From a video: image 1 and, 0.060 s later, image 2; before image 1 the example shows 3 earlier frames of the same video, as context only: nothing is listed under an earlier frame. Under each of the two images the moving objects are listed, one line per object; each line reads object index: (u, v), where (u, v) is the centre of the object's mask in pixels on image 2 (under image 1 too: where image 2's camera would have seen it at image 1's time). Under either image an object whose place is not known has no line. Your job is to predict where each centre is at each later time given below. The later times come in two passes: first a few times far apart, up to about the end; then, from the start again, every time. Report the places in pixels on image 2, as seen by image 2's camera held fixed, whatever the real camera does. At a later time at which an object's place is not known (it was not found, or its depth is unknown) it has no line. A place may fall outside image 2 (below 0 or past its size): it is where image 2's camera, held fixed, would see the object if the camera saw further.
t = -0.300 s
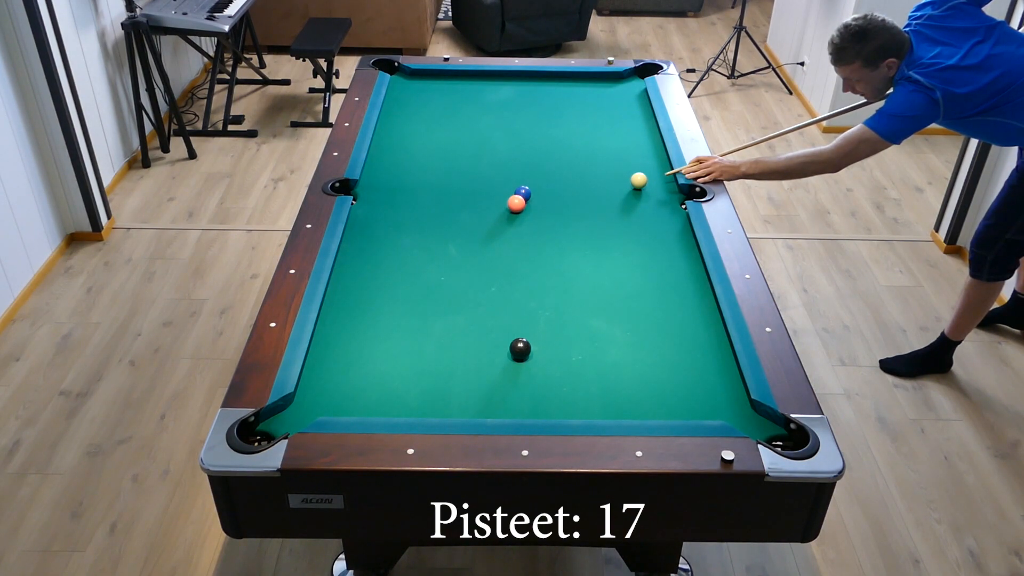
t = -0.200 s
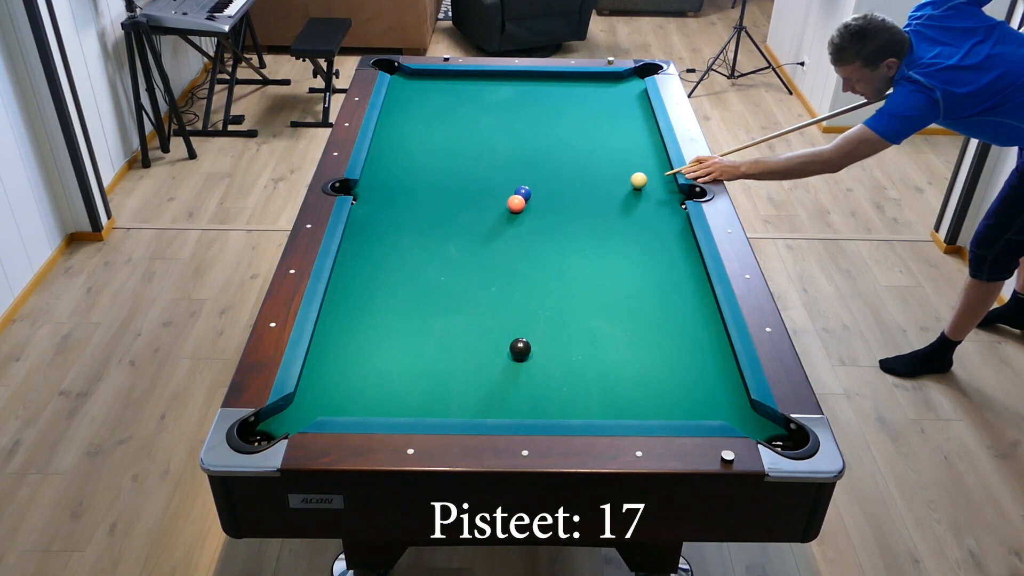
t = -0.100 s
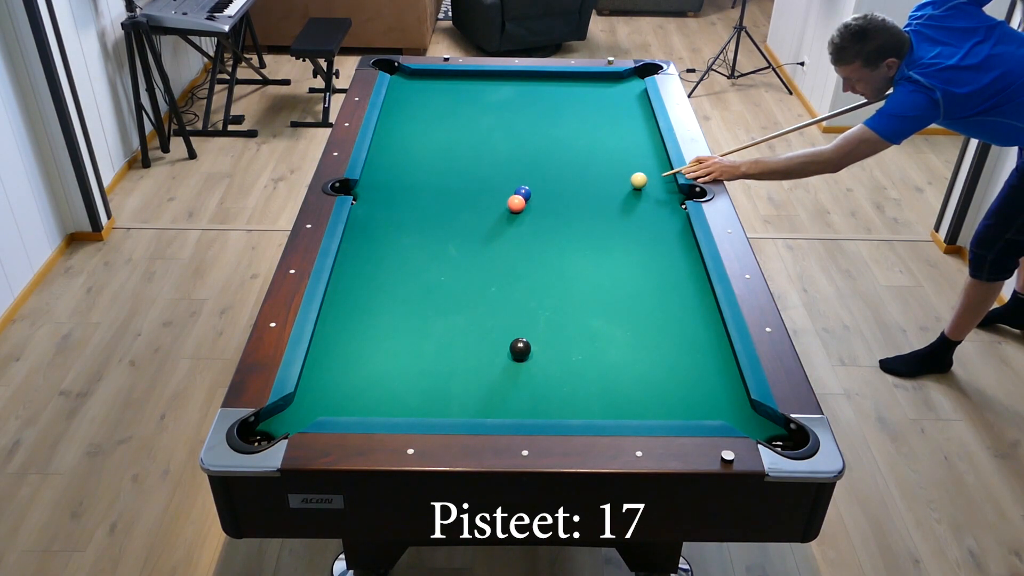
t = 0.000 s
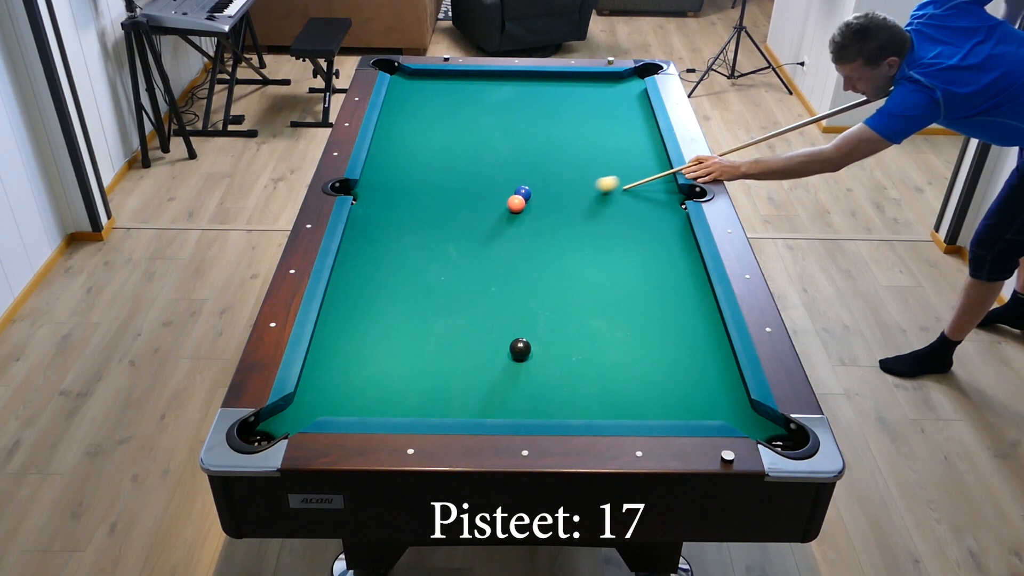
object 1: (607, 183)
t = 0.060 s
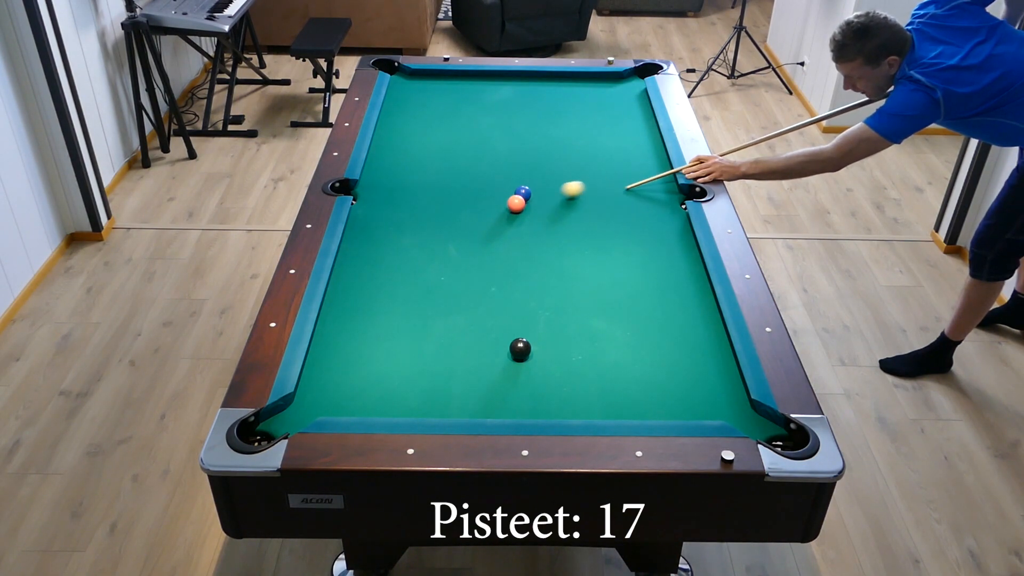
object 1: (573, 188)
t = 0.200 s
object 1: (540, 200)
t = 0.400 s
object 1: (548, 210)
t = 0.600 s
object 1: (558, 219)
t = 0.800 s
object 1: (568, 227)
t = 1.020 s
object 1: (578, 236)
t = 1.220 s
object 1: (587, 244)
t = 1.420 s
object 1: (595, 251)
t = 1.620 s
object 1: (603, 259)
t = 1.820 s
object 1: (611, 265)
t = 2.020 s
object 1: (617, 271)
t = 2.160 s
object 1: (622, 275)
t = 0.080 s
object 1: (561, 190)
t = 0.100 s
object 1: (550, 192)
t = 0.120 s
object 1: (541, 194)
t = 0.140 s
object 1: (539, 196)
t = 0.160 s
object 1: (539, 197)
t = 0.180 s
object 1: (539, 199)
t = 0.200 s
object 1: (540, 200)
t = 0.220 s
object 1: (540, 201)
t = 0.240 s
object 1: (541, 202)
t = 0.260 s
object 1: (542, 203)
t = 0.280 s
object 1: (542, 204)
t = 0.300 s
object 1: (543, 205)
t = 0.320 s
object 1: (544, 206)
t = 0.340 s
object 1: (546, 207)
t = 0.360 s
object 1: (546, 208)
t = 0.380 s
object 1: (547, 209)
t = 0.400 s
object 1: (548, 210)
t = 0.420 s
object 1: (549, 211)
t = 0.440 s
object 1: (550, 212)
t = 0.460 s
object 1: (551, 213)
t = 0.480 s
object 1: (552, 213)
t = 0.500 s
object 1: (553, 214)
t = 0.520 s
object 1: (554, 215)
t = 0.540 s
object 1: (555, 216)
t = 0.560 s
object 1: (556, 217)
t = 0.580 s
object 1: (557, 218)
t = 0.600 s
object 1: (558, 219)
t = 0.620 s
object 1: (559, 219)
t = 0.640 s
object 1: (560, 220)
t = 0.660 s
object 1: (561, 221)
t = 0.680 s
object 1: (562, 222)
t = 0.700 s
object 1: (563, 223)
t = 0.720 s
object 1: (564, 224)
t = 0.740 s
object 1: (565, 225)
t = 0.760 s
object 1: (566, 226)
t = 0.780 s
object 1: (567, 226)
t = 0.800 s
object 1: (568, 227)
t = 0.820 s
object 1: (569, 228)
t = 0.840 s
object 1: (570, 229)
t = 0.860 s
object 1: (571, 230)
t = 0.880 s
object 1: (572, 231)
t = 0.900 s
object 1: (573, 231)
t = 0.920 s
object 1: (574, 232)
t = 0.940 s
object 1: (574, 233)
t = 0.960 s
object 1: (575, 233)
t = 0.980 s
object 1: (576, 235)
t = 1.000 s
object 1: (577, 235)
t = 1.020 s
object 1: (578, 236)
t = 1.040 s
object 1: (579, 237)
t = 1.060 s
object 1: (580, 238)
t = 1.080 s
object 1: (581, 239)
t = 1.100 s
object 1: (582, 239)
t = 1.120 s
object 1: (582, 240)
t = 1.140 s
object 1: (583, 241)
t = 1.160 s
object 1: (584, 242)
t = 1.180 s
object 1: (585, 242)
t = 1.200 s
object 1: (586, 243)
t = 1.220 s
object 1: (587, 244)
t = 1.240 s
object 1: (588, 245)
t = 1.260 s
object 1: (589, 246)
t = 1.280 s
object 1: (589, 246)
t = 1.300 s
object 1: (590, 247)
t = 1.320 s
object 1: (591, 248)
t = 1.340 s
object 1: (592, 249)
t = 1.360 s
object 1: (593, 249)
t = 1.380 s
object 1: (594, 250)
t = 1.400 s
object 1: (594, 251)
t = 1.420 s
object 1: (595, 251)
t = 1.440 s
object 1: (596, 252)
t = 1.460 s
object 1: (597, 253)
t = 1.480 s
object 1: (598, 254)
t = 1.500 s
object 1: (599, 254)
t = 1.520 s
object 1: (599, 255)
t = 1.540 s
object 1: (600, 256)
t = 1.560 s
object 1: (601, 256)
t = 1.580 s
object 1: (602, 257)
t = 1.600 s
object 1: (603, 258)
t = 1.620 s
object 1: (603, 259)
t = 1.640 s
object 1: (604, 259)
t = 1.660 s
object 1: (605, 260)
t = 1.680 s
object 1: (606, 261)
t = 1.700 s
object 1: (606, 261)
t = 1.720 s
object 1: (607, 262)
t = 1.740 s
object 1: (608, 262)
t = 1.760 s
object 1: (609, 263)
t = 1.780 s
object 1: (609, 264)
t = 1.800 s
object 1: (610, 264)
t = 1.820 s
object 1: (611, 265)
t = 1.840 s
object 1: (611, 266)
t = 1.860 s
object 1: (612, 266)
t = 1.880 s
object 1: (613, 267)
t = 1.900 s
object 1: (613, 267)
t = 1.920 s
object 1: (614, 268)
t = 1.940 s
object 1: (615, 269)
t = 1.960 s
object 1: (615, 269)
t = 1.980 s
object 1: (616, 270)
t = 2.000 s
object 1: (617, 270)
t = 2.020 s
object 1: (617, 271)
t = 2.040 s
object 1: (618, 272)
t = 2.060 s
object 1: (619, 272)
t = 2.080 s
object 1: (619, 273)
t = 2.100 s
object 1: (620, 273)
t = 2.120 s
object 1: (620, 274)
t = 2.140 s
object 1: (621, 274)
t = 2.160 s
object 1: (622, 275)
